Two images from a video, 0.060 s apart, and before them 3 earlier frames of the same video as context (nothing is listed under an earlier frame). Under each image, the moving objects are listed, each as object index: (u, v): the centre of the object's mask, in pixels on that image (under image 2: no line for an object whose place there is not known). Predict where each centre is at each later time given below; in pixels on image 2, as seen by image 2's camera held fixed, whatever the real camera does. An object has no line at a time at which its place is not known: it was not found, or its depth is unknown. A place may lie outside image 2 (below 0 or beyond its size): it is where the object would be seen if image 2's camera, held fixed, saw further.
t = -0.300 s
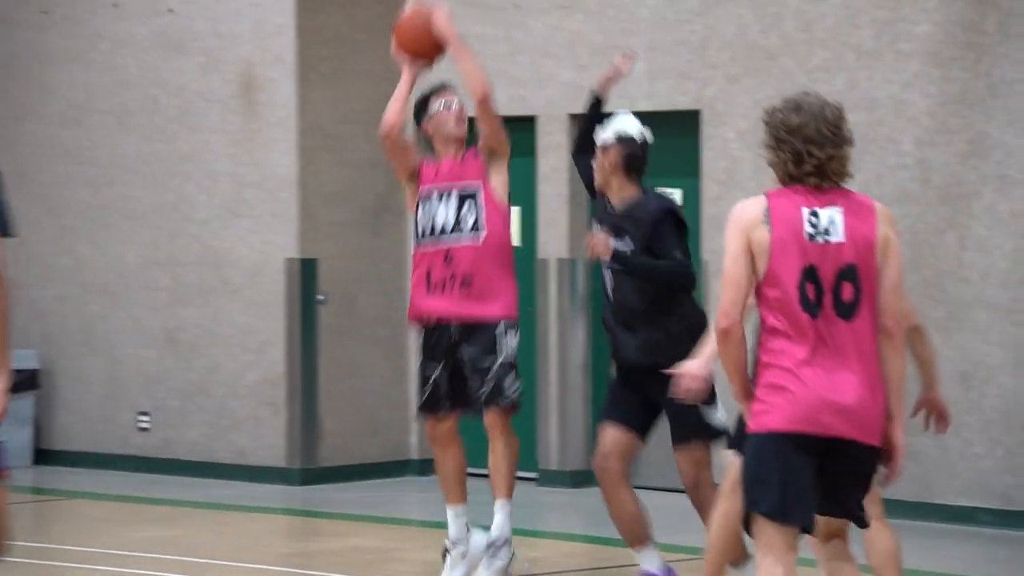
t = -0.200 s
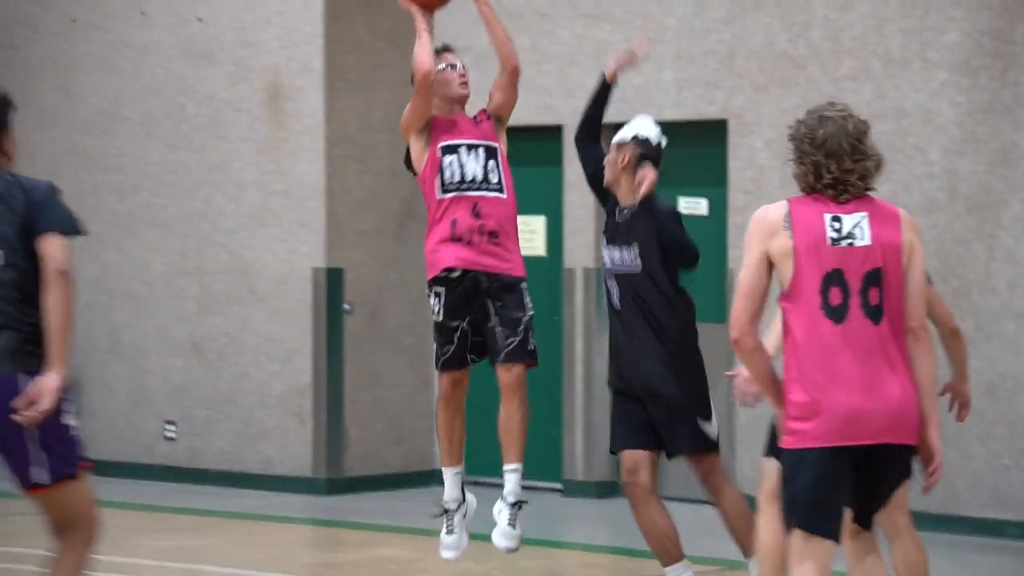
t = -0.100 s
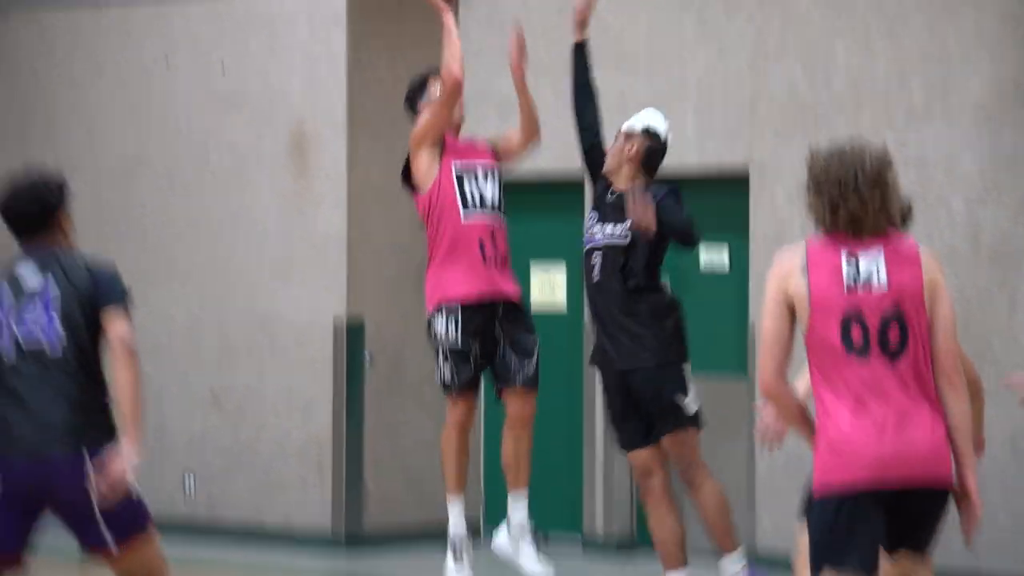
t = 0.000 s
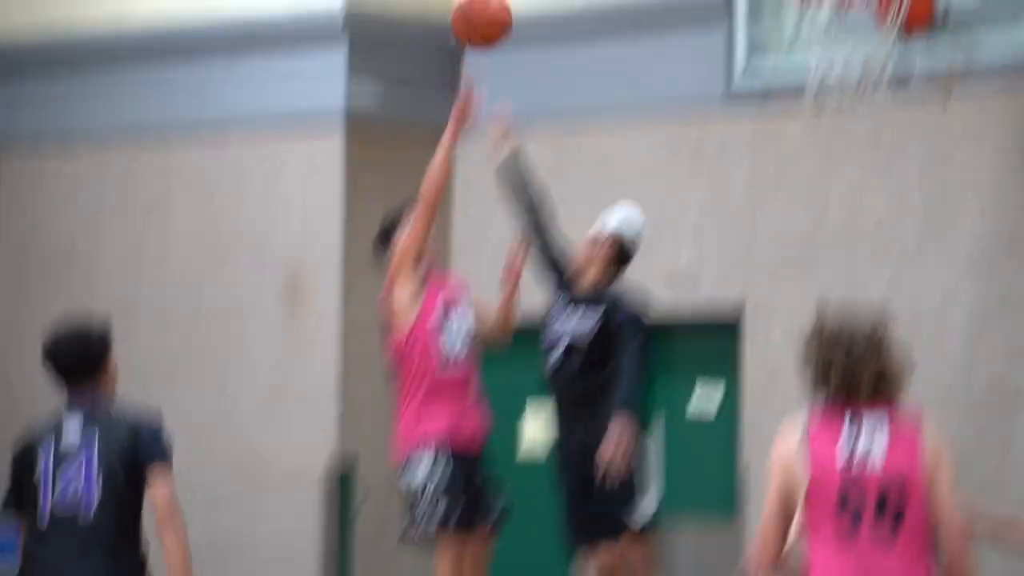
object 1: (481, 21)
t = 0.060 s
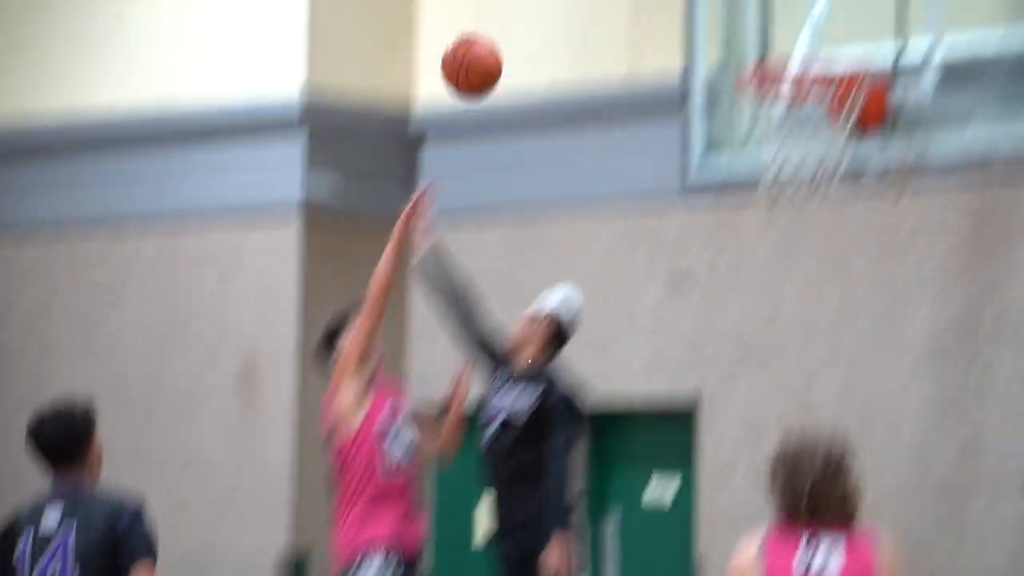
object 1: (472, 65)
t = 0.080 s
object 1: (482, 52)
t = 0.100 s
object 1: (493, 40)
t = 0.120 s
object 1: (503, 29)
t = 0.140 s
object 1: (514, 20)
